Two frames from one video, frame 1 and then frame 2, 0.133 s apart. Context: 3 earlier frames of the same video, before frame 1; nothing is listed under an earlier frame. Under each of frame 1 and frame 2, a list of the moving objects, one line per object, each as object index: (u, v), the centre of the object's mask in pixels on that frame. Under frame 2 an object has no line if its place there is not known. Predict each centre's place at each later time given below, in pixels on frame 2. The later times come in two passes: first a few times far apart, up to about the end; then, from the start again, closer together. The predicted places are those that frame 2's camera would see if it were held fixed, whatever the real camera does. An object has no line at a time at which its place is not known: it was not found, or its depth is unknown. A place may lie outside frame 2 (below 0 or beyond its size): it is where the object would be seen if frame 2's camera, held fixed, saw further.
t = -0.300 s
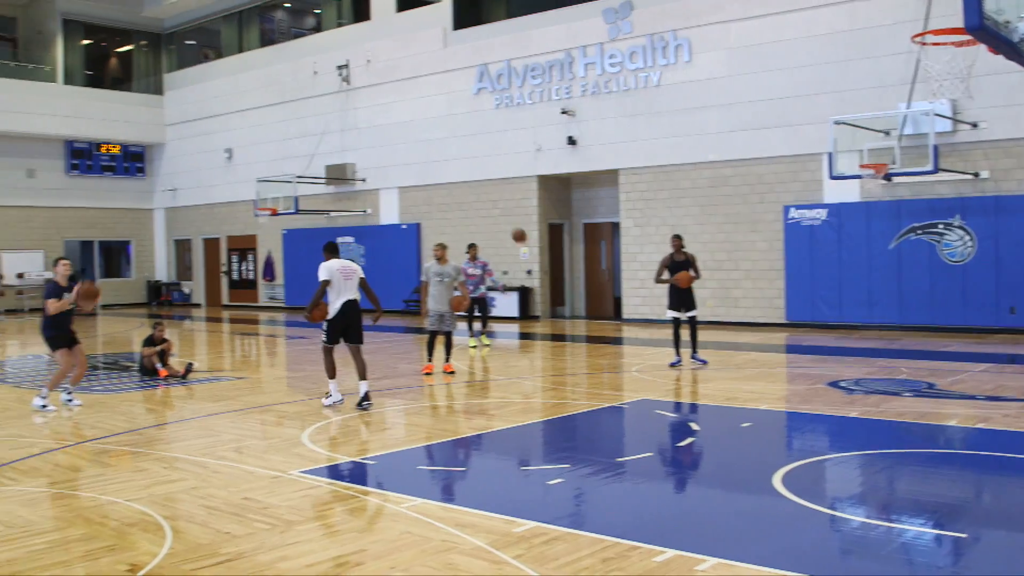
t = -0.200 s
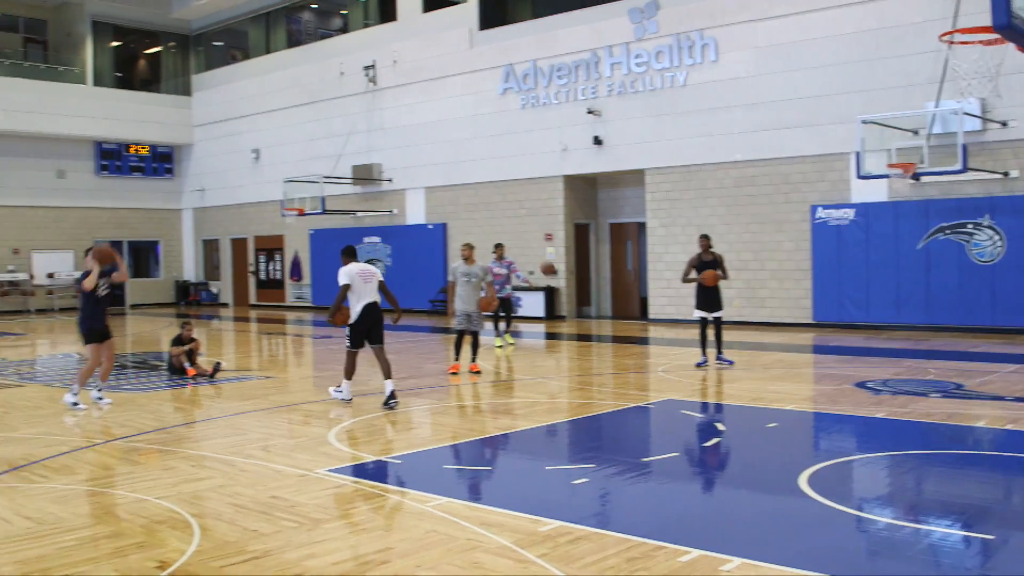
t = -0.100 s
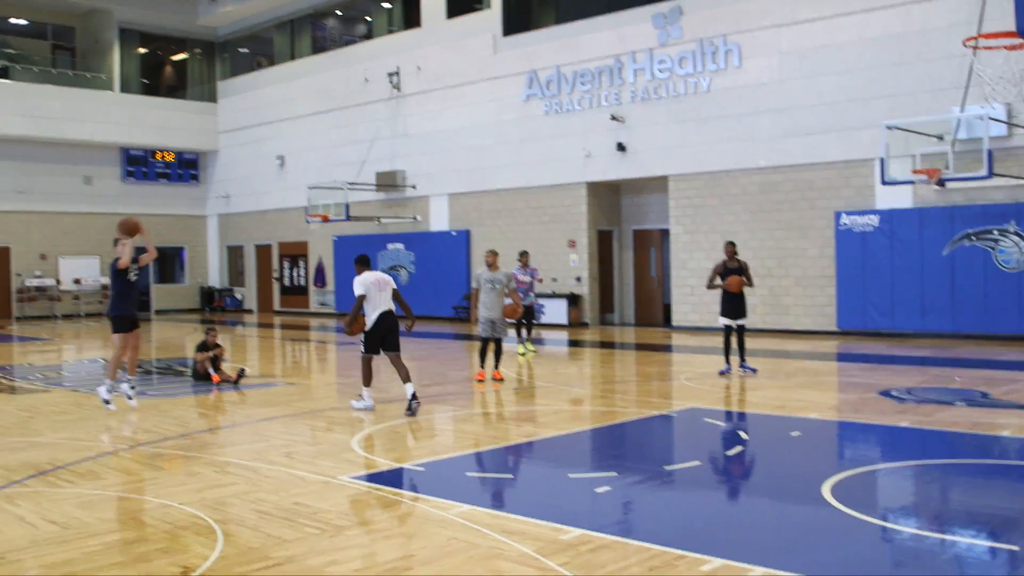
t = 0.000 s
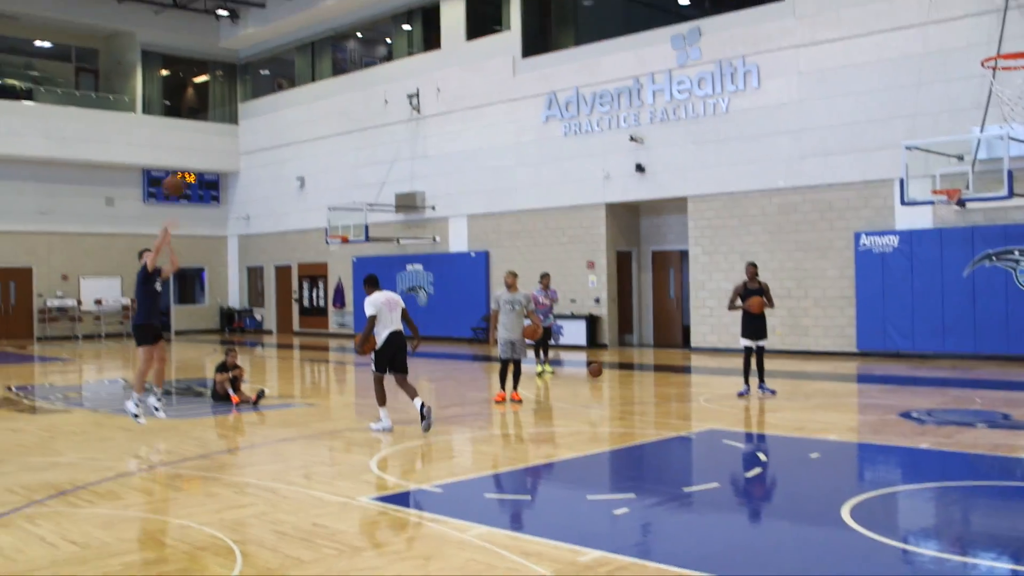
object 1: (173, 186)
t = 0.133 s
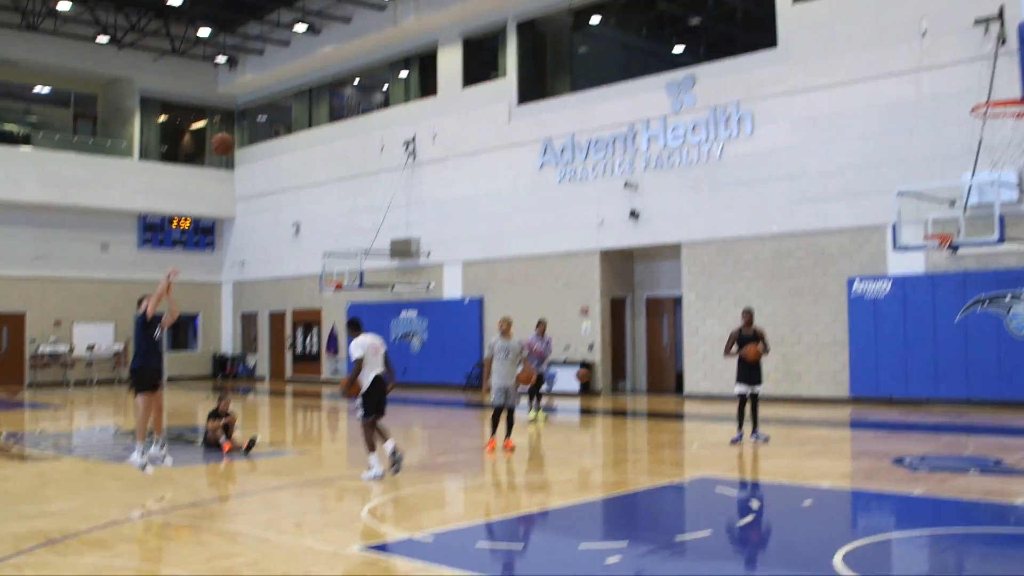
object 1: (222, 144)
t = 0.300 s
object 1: (292, 52)
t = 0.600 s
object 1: (431, -67)
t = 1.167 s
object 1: (783, -59)
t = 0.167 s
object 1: (236, 124)
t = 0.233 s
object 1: (264, 87)
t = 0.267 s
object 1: (278, 69)
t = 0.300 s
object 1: (292, 52)
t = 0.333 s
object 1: (307, 36)
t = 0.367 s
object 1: (321, 21)
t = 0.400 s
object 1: (337, 5)
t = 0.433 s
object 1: (352, -8)
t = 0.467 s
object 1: (367, -21)
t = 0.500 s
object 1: (383, -33)
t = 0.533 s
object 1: (399, -45)
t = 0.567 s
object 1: (415, -56)
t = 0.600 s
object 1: (431, -67)
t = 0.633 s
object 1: (448, -76)
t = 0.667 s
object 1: (466, -84)
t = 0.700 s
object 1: (483, -90)
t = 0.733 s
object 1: (501, -96)
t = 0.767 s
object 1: (520, -102)
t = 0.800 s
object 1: (540, -106)
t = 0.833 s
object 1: (559, -108)
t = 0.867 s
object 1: (579, -110)
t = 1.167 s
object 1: (783, -59)
